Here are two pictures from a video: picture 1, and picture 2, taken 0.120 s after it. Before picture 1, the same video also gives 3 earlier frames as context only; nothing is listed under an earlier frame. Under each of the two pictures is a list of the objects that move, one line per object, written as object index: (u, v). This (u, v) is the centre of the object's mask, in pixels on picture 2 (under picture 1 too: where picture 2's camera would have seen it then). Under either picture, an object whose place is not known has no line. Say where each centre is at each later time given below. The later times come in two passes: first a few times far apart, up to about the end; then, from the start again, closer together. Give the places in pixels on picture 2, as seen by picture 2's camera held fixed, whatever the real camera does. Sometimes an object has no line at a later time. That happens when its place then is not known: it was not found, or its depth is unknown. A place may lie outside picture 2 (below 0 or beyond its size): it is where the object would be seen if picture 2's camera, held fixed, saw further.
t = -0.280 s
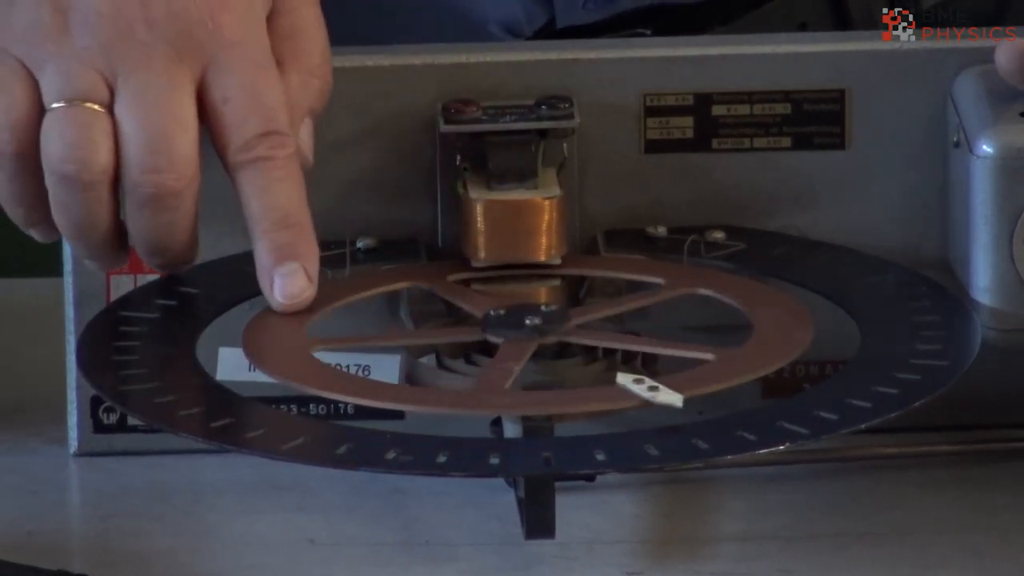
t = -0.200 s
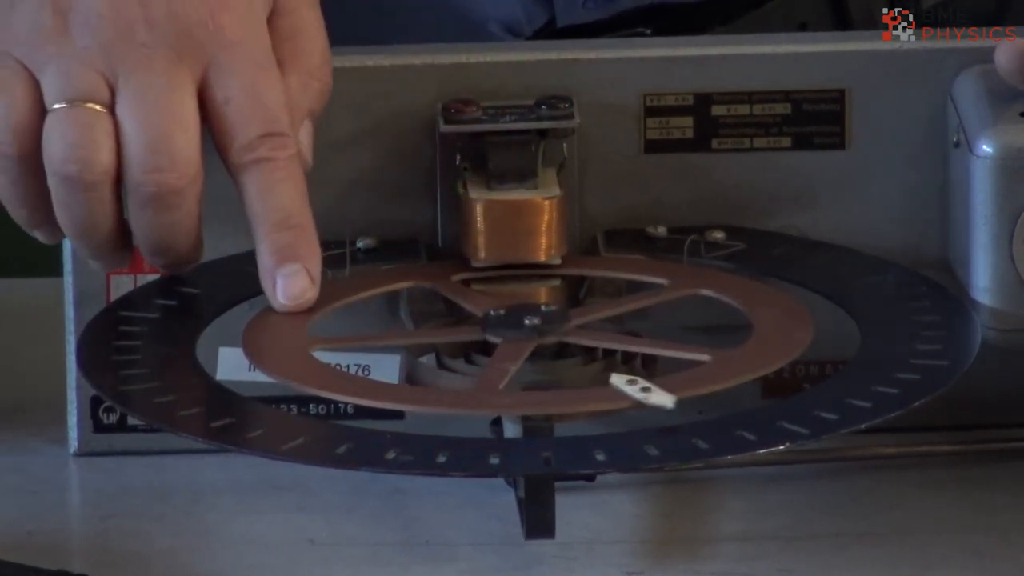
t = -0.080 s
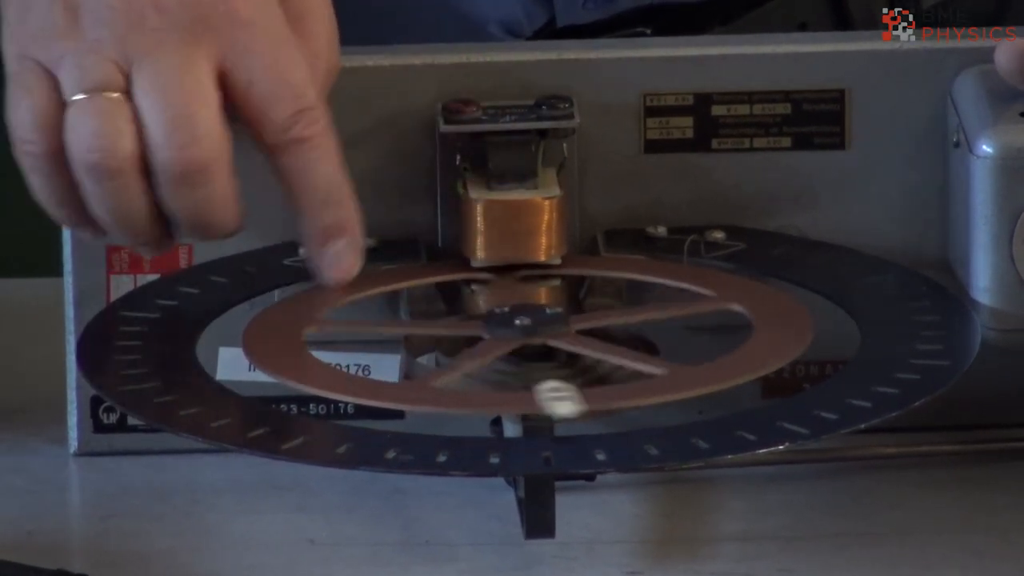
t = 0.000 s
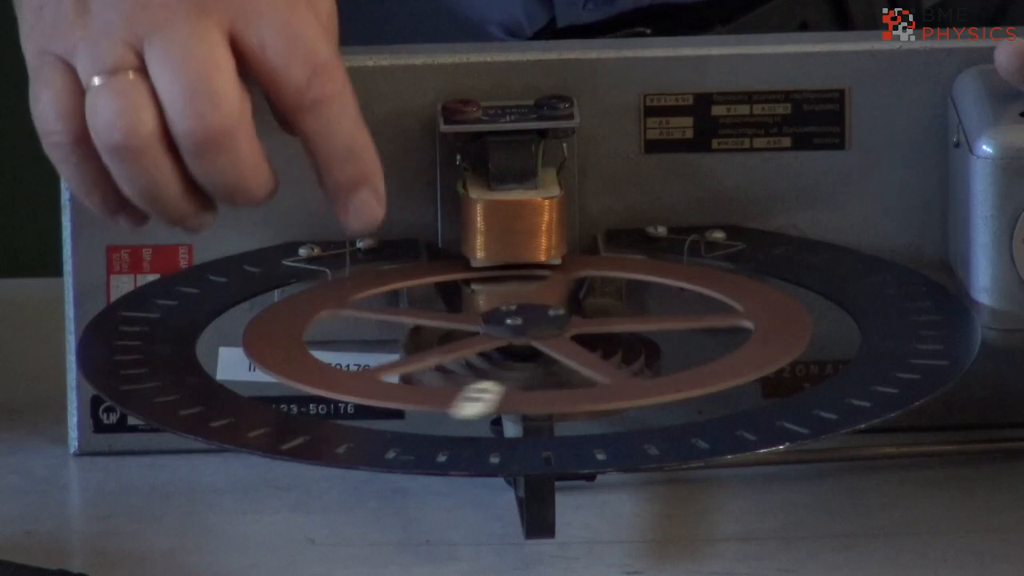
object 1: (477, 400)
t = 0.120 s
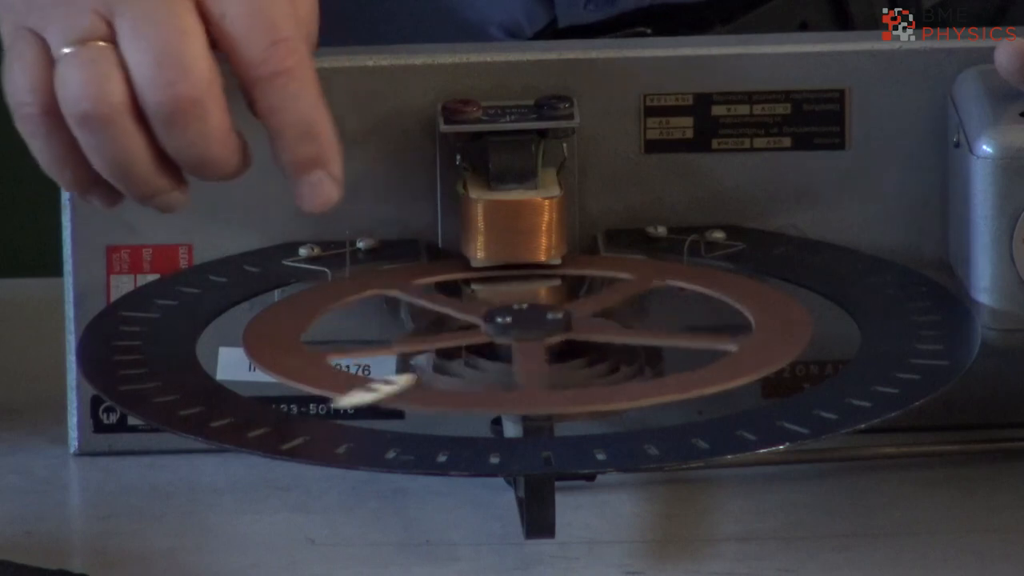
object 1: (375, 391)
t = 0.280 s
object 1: (304, 373)
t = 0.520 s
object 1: (304, 372)
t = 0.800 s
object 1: (471, 400)
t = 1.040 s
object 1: (690, 382)
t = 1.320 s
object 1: (769, 352)
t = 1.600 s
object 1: (703, 379)
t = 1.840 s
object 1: (491, 402)
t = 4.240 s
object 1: (316, 378)
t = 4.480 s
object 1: (452, 399)
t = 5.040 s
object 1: (761, 358)
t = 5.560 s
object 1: (480, 401)
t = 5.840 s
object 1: (320, 378)
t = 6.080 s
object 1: (319, 379)
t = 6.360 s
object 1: (479, 401)
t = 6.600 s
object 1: (680, 384)
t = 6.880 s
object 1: (758, 360)
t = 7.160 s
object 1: (687, 383)
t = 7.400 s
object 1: (492, 401)
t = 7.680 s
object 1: (325, 381)
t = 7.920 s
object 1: (321, 379)
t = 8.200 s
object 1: (472, 400)
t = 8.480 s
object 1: (692, 382)
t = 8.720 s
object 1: (753, 362)
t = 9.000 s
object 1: (690, 382)
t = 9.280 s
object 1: (470, 400)
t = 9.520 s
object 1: (333, 383)
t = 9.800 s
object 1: (332, 383)
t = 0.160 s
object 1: (349, 387)
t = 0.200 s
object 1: (327, 382)
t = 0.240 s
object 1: (316, 377)
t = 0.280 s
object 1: (304, 373)
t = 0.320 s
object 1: (300, 370)
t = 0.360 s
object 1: (295, 368)
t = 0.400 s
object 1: (292, 368)
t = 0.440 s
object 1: (294, 368)
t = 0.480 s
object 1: (299, 369)
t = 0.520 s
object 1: (304, 372)
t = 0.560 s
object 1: (314, 376)
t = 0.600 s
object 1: (326, 381)
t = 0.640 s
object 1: (345, 386)
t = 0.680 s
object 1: (371, 391)
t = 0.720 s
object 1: (400, 395)
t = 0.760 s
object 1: (433, 398)
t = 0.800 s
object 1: (471, 400)
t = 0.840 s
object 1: (510, 401)
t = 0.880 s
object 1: (551, 400)
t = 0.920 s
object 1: (591, 398)
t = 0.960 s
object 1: (628, 393)
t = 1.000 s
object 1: (661, 388)
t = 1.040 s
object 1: (690, 382)
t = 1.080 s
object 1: (714, 376)
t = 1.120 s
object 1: (733, 370)
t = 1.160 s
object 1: (748, 365)
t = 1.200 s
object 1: (758, 360)
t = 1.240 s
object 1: (764, 356)
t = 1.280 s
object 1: (768, 353)
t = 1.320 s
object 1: (769, 352)
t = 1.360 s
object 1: (769, 353)
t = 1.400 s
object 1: (766, 354)
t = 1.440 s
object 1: (761, 358)
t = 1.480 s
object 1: (753, 362)
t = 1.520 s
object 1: (741, 367)
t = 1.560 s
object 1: (725, 373)
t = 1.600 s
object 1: (703, 379)
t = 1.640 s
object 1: (677, 386)
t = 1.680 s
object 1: (645, 391)
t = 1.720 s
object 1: (610, 396)
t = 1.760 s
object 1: (571, 399)
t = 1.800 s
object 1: (531, 402)
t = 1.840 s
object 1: (491, 402)
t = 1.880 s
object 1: (453, 401)
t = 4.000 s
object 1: (311, 377)
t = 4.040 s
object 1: (304, 374)
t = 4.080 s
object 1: (303, 372)
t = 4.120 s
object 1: (303, 372)
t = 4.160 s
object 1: (304, 373)
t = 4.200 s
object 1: (309, 375)
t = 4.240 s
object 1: (316, 378)
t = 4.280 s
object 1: (326, 382)
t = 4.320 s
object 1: (342, 387)
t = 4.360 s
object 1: (363, 391)
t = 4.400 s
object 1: (390, 394)
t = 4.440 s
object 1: (419, 397)
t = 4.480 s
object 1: (452, 399)
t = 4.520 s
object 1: (489, 401)
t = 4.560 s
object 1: (526, 401)
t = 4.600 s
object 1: (565, 400)
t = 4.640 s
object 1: (602, 398)
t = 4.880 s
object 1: (742, 368)
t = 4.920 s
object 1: (752, 364)
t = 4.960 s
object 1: (758, 360)
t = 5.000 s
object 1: (760, 358)
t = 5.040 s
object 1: (761, 358)
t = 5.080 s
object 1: (760, 359)
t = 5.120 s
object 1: (757, 362)
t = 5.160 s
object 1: (750, 365)
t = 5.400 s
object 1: (627, 395)
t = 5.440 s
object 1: (591, 399)
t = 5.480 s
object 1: (555, 401)
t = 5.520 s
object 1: (517, 402)
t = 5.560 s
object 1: (480, 401)
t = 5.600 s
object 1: (445, 399)
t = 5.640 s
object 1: (414, 396)
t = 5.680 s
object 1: (386, 393)
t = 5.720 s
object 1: (362, 390)
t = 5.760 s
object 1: (341, 387)
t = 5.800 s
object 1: (328, 383)
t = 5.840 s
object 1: (320, 378)
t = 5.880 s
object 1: (312, 376)
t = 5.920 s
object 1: (309, 374)
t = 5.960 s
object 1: (306, 373)
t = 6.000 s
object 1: (308, 374)
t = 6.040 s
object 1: (313, 375)
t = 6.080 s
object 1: (319, 379)
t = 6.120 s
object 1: (328, 383)
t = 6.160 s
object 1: (342, 388)
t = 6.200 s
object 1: (363, 391)
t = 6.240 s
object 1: (385, 395)
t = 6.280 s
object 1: (413, 398)
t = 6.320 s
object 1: (445, 400)
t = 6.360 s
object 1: (479, 401)
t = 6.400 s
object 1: (516, 401)
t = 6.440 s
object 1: (553, 400)
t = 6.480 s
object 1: (589, 397)
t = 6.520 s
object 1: (623, 394)
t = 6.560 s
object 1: (653, 389)
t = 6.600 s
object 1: (680, 384)
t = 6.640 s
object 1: (702, 379)
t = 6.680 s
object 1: (720, 374)
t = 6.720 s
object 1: (734, 369)
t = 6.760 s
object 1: (745, 366)
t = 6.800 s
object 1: (752, 362)
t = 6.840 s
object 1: (756, 361)
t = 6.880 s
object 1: (758, 360)
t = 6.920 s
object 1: (757, 360)
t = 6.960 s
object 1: (754, 362)
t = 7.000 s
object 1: (748, 365)
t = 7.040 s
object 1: (739, 368)
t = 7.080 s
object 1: (725, 373)
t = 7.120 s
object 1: (709, 378)
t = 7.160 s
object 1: (687, 383)
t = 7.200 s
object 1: (661, 388)
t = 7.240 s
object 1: (632, 392)
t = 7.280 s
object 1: (600, 396)
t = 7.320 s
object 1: (564, 400)
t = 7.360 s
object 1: (528, 401)
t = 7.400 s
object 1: (492, 401)
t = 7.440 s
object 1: (458, 400)
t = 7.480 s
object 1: (427, 397)
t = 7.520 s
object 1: (398, 395)
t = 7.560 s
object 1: (374, 391)
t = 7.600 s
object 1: (353, 388)
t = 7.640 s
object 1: (336, 384)
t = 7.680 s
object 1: (325, 381)
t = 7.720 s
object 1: (319, 378)
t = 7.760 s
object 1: (313, 376)
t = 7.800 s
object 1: (312, 375)
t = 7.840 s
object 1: (313, 375)
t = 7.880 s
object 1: (315, 376)
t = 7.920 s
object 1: (321, 379)
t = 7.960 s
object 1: (329, 382)
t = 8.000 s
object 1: (342, 386)
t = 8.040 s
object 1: (362, 389)
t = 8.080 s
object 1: (384, 393)
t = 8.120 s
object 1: (409, 396)
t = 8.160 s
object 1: (438, 399)
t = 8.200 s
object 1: (472, 400)
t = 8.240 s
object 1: (507, 401)
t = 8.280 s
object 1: (542, 401)
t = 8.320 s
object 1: (578, 399)
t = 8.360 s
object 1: (611, 395)
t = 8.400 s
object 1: (641, 391)
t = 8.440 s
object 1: (668, 386)
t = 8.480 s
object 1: (692, 382)
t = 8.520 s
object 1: (711, 377)
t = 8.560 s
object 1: (726, 372)
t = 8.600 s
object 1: (738, 368)
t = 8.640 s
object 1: (746, 365)
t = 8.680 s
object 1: (750, 363)
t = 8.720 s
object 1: (753, 362)
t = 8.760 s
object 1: (753, 362)
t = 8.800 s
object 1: (750, 363)
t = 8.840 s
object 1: (745, 365)
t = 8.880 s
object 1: (736, 369)
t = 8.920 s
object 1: (725, 373)
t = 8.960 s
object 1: (710, 377)
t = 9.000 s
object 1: (690, 382)
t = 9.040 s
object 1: (666, 387)
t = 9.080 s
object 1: (638, 391)
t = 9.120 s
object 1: (607, 395)
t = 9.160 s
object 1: (574, 399)
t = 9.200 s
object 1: (538, 400)
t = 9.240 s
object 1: (504, 401)
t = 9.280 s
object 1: (470, 400)
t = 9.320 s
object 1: (437, 398)
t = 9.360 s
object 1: (409, 396)
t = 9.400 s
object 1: (384, 393)
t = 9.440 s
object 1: (364, 389)
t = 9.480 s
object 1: (346, 386)
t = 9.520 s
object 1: (333, 383)
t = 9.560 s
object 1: (324, 380)
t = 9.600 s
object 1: (321, 378)
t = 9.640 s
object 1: (319, 377)
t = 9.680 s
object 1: (320, 376)
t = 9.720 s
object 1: (320, 378)
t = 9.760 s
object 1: (325, 379)
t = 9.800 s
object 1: (332, 383)
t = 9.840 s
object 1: (344, 386)
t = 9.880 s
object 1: (362, 389)
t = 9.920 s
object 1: (381, 393)
